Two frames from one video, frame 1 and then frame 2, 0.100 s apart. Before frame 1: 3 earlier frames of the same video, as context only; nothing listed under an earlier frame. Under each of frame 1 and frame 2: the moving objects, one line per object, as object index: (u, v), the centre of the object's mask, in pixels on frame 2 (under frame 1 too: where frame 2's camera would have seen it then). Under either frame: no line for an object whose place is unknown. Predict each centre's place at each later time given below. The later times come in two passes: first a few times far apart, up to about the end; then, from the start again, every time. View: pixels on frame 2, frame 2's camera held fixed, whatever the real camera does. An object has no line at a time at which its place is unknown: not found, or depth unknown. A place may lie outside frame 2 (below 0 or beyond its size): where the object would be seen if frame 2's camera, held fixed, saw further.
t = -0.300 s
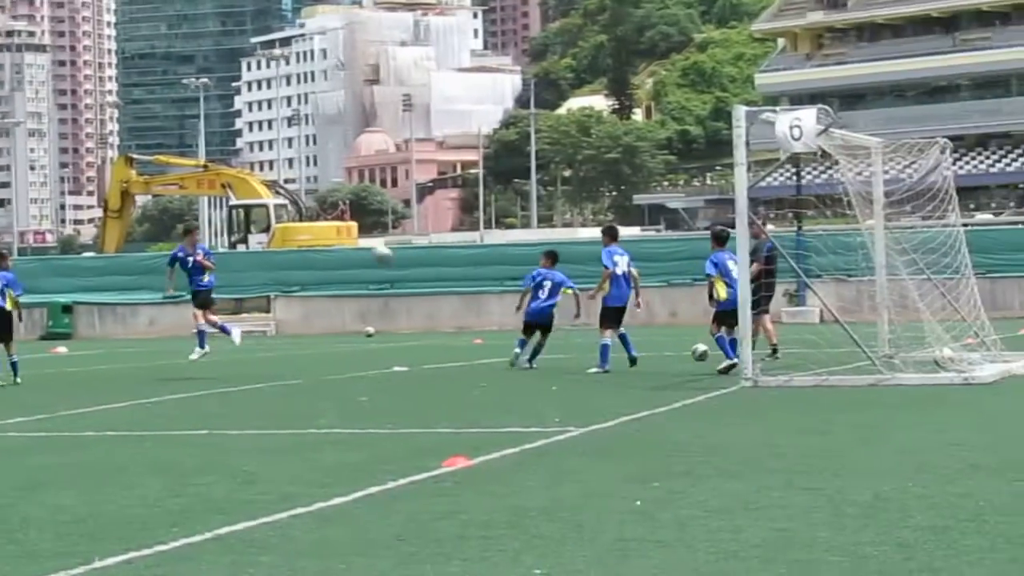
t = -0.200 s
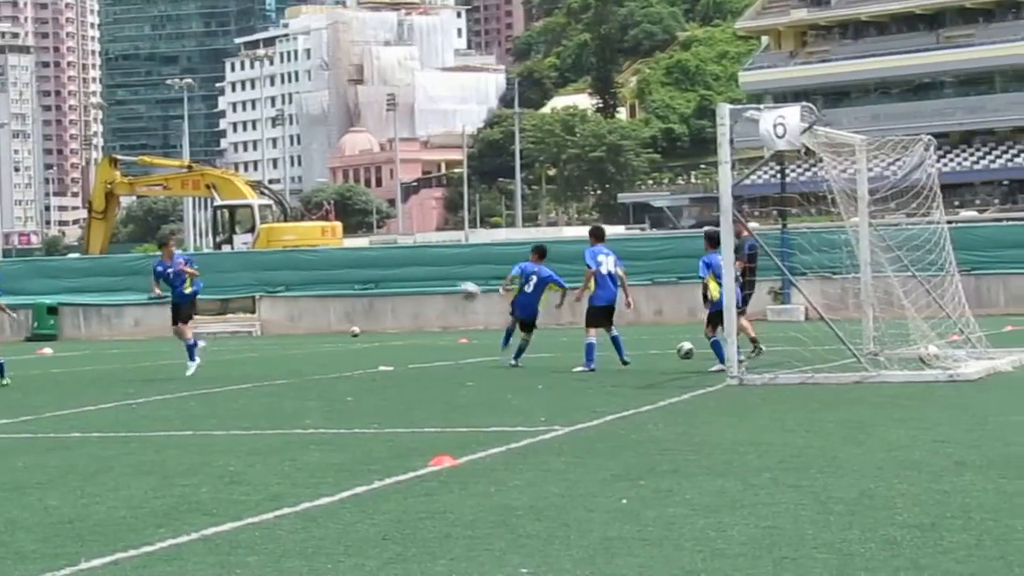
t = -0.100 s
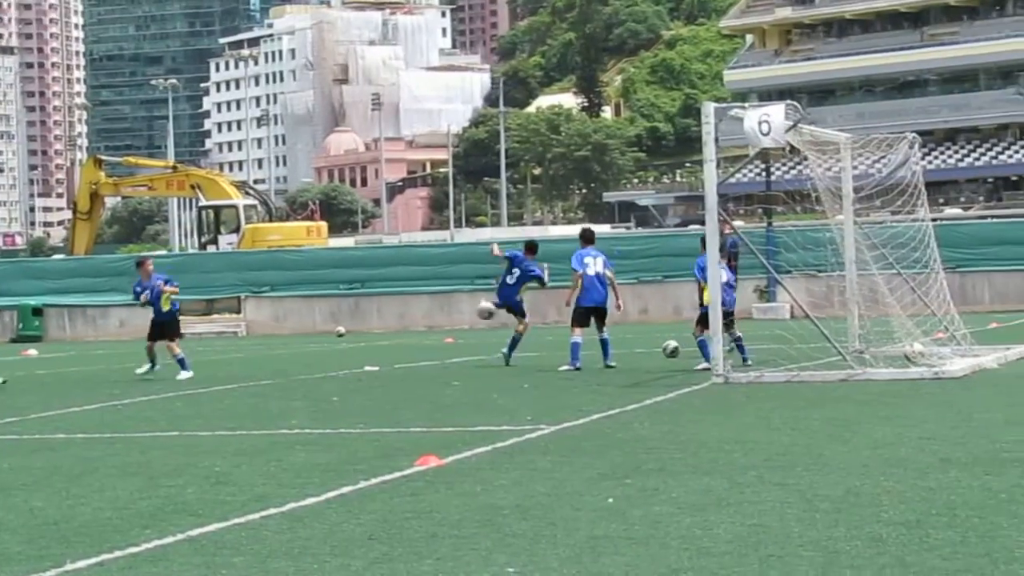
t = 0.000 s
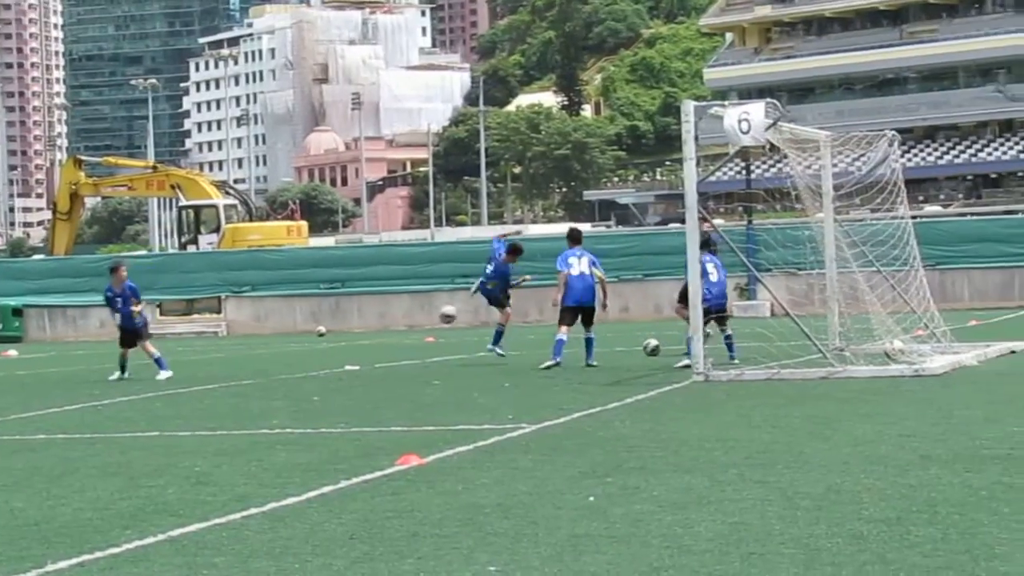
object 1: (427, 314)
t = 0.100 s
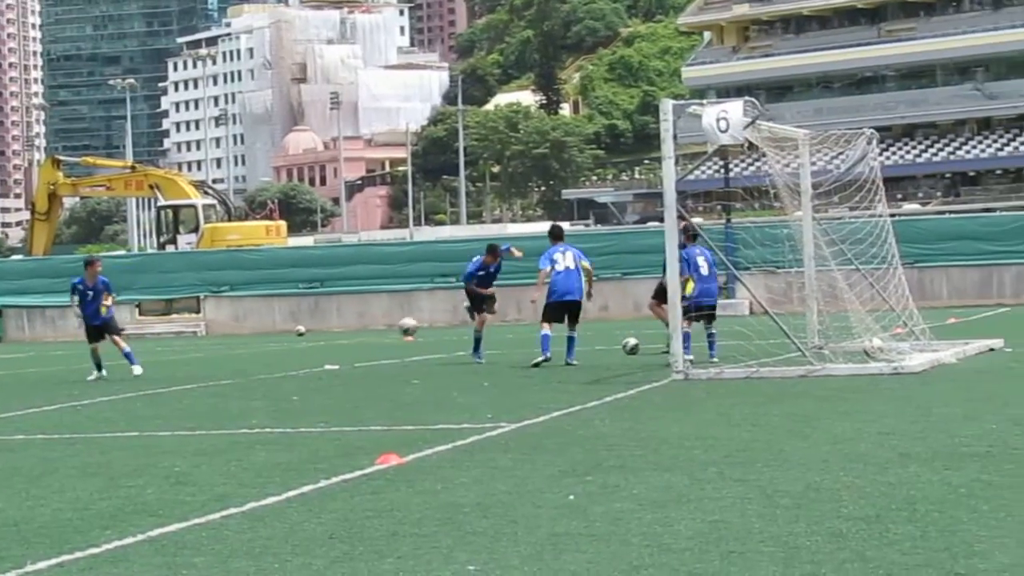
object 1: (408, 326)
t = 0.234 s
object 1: (385, 357)
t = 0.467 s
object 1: (308, 340)
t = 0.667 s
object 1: (245, 360)
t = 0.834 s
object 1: (192, 355)
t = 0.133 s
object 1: (402, 332)
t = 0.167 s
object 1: (397, 340)
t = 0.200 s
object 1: (391, 348)
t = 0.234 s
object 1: (385, 357)
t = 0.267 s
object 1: (375, 355)
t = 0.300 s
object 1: (363, 350)
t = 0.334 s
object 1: (353, 346)
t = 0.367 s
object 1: (341, 343)
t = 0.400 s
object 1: (330, 341)
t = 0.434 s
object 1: (319, 340)
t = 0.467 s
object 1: (308, 340)
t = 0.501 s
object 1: (297, 341)
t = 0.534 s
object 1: (287, 343)
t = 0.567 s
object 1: (276, 346)
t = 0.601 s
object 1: (266, 349)
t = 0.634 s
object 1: (255, 354)
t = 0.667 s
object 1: (245, 360)
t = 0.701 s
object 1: (234, 365)
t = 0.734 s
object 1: (223, 361)
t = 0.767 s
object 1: (213, 358)
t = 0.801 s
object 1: (203, 356)
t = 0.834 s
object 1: (192, 355)
